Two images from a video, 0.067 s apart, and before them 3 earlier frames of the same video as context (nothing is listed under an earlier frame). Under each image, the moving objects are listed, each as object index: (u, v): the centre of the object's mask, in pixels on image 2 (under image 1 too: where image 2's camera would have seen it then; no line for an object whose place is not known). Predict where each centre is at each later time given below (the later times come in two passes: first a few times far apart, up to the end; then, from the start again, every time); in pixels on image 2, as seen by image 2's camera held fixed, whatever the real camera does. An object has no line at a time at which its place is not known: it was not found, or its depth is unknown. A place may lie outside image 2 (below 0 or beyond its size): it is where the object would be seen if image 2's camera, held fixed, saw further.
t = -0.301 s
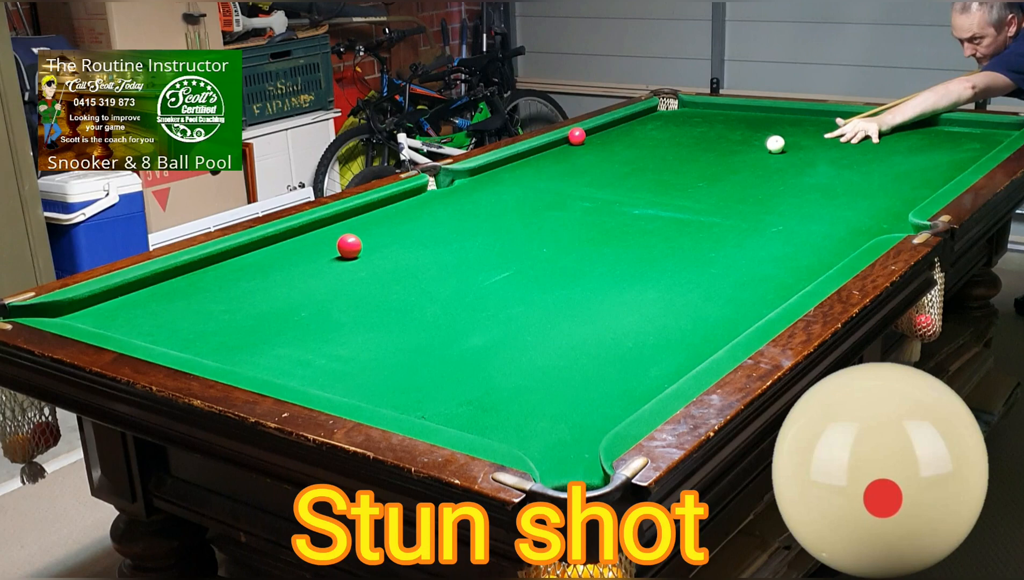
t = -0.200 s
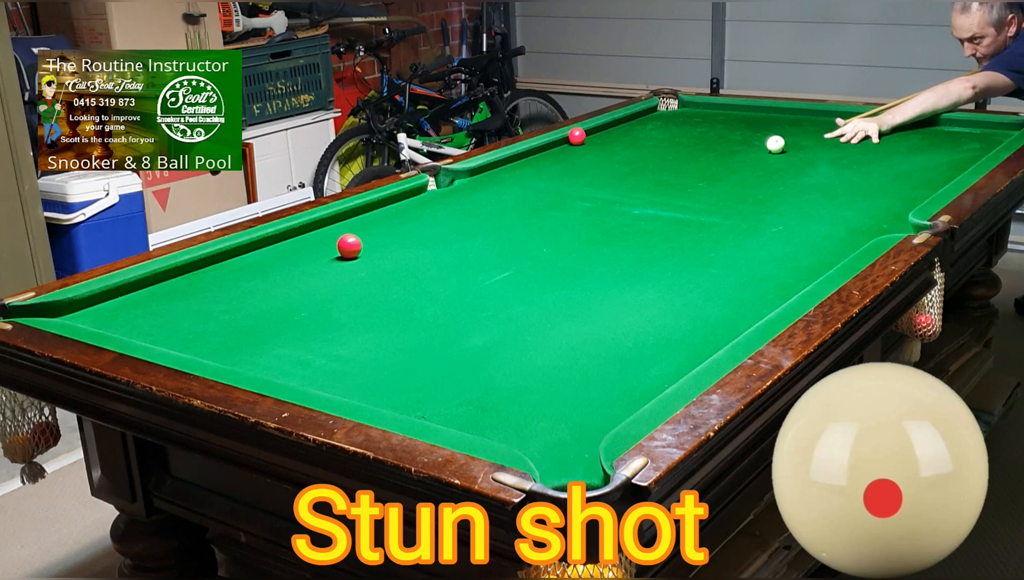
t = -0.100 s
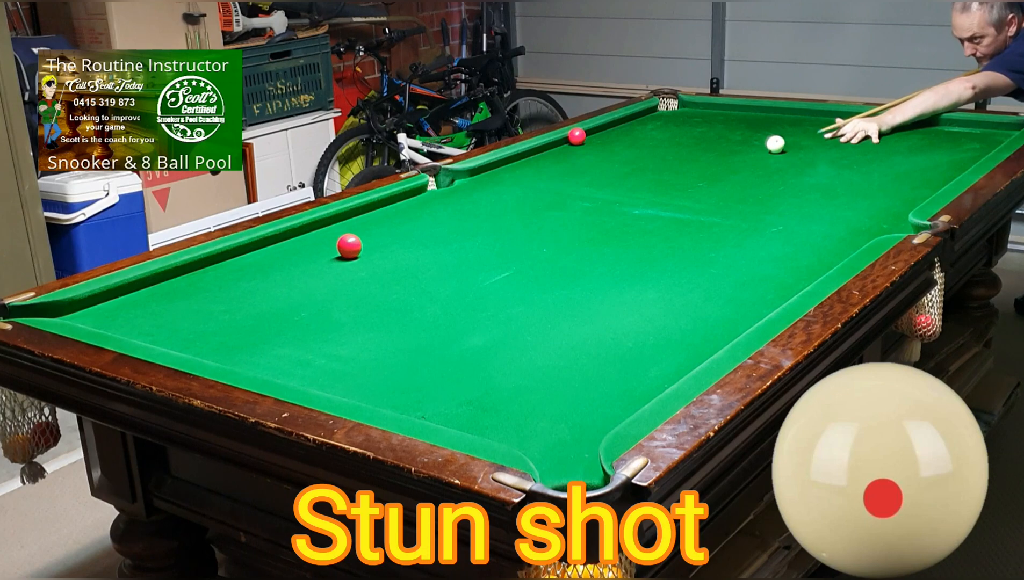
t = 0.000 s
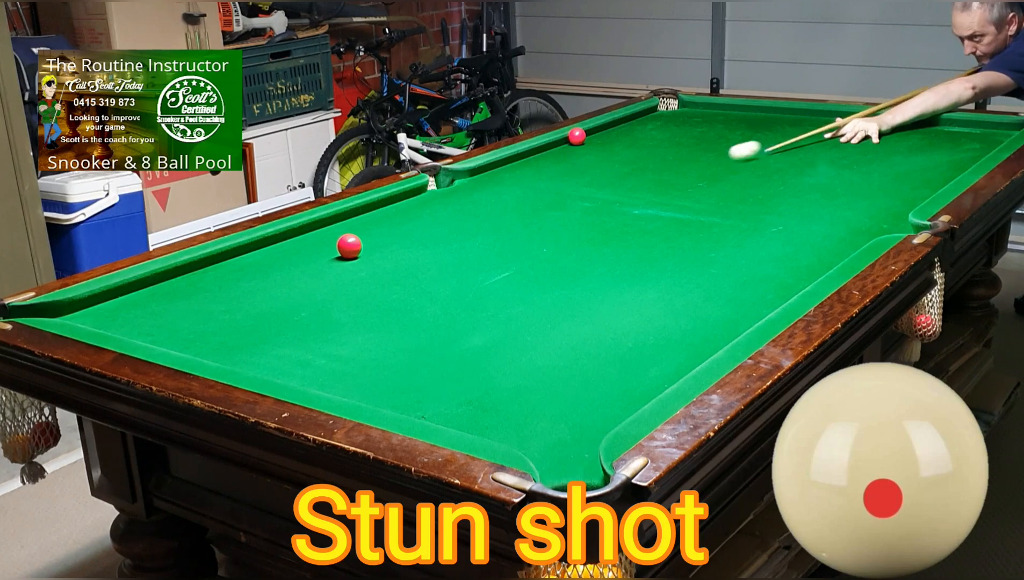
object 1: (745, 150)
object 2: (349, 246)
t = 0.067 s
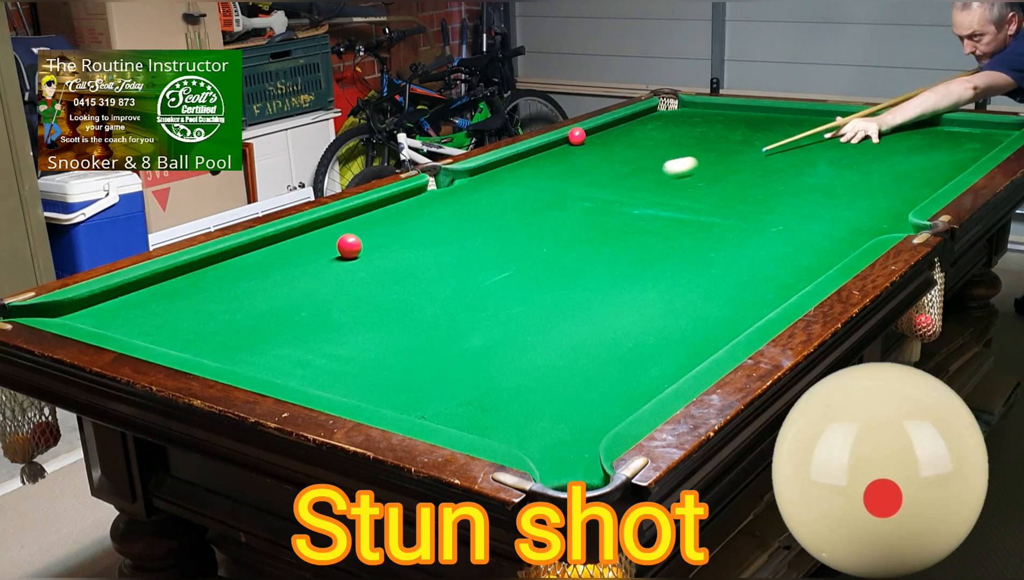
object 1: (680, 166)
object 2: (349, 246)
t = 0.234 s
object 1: (508, 208)
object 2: (349, 246)
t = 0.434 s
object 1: (376, 242)
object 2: (265, 264)
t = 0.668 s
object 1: (392, 241)
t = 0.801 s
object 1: (399, 240)
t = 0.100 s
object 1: (647, 175)
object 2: (349, 246)
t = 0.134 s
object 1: (613, 183)
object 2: (349, 246)
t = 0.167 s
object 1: (579, 191)
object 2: (349, 246)
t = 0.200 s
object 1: (543, 199)
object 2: (349, 246)
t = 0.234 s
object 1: (508, 208)
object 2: (349, 246)
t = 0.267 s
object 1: (471, 217)
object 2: (349, 246)
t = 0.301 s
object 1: (433, 225)
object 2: (349, 246)
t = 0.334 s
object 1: (396, 234)
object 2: (349, 246)
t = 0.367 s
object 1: (371, 242)
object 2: (337, 248)
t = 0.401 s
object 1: (374, 242)
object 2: (300, 256)
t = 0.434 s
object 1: (376, 242)
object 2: (265, 264)
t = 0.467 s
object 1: (378, 242)
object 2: (228, 272)
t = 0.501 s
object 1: (381, 242)
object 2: (191, 280)
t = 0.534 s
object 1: (383, 241)
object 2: (157, 288)
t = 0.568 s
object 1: (385, 241)
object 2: (121, 295)
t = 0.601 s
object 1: (387, 241)
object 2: (87, 303)
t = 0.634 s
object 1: (390, 241)
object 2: (54, 308)
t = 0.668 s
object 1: (392, 241)
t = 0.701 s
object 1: (394, 241)
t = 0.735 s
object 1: (395, 241)
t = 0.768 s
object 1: (397, 241)
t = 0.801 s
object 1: (399, 240)
